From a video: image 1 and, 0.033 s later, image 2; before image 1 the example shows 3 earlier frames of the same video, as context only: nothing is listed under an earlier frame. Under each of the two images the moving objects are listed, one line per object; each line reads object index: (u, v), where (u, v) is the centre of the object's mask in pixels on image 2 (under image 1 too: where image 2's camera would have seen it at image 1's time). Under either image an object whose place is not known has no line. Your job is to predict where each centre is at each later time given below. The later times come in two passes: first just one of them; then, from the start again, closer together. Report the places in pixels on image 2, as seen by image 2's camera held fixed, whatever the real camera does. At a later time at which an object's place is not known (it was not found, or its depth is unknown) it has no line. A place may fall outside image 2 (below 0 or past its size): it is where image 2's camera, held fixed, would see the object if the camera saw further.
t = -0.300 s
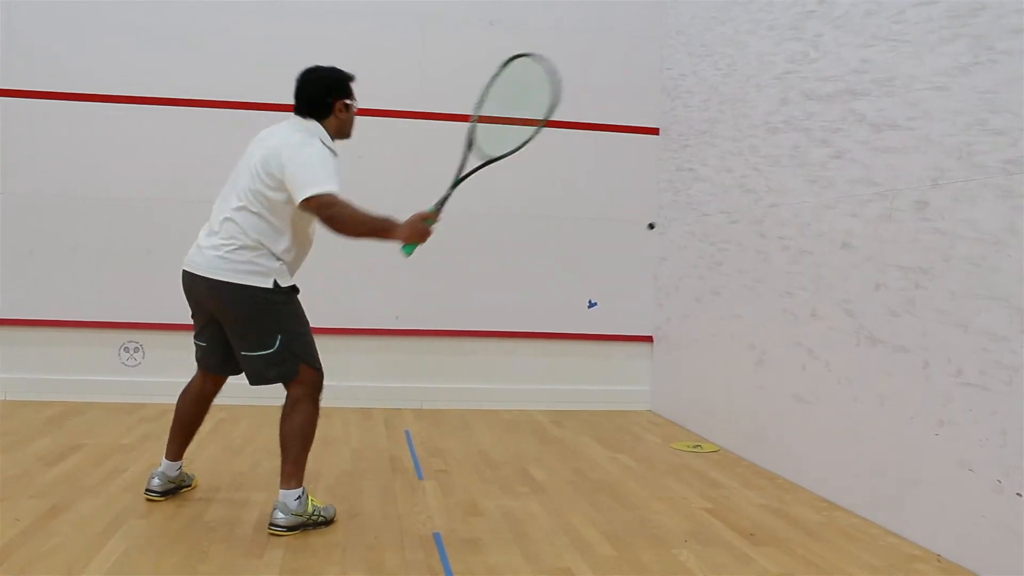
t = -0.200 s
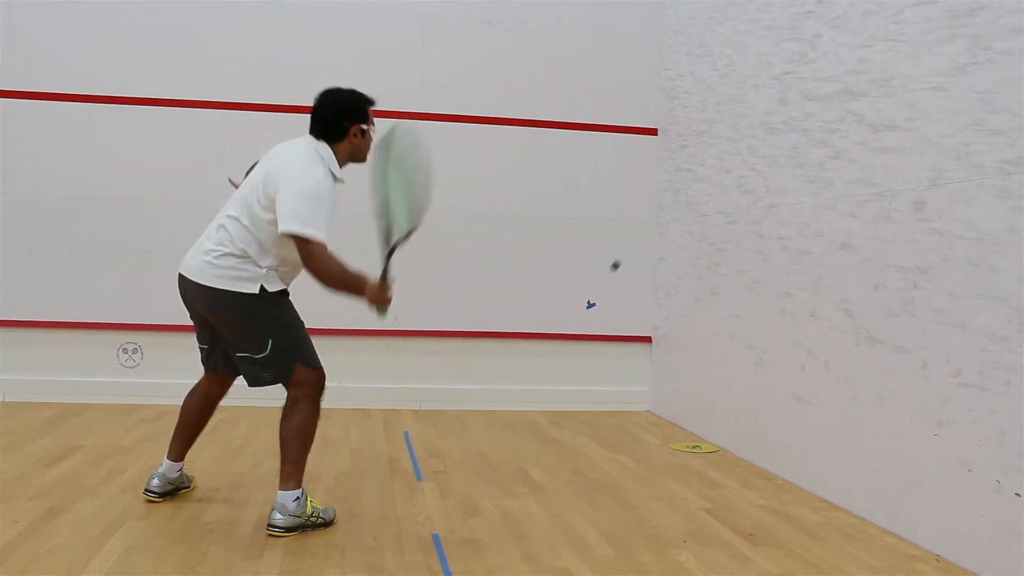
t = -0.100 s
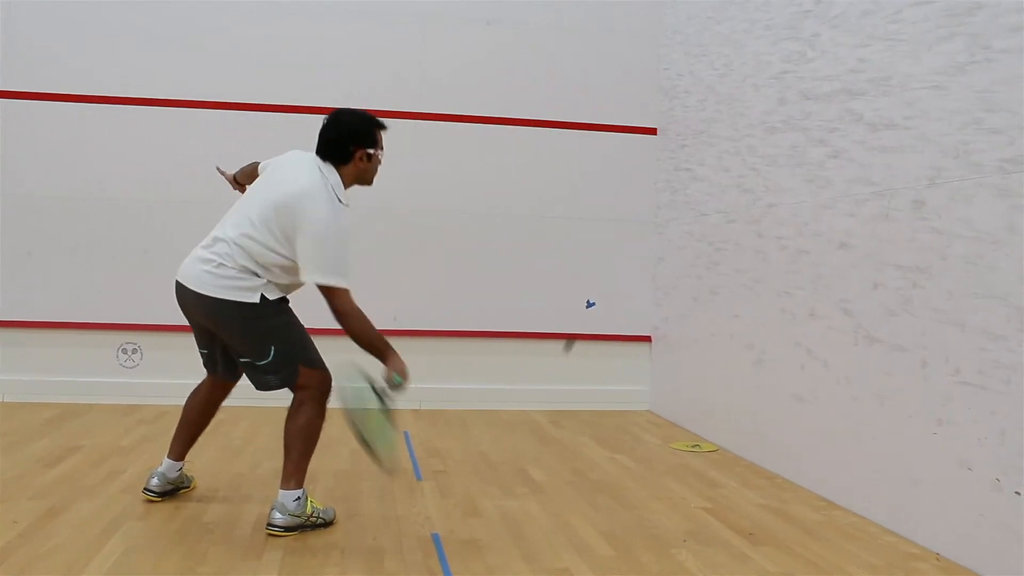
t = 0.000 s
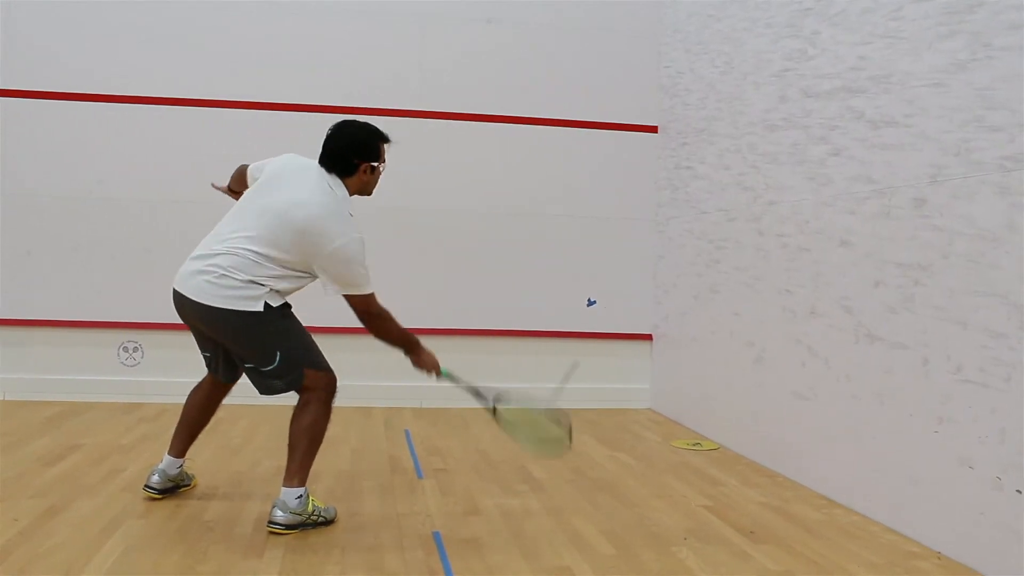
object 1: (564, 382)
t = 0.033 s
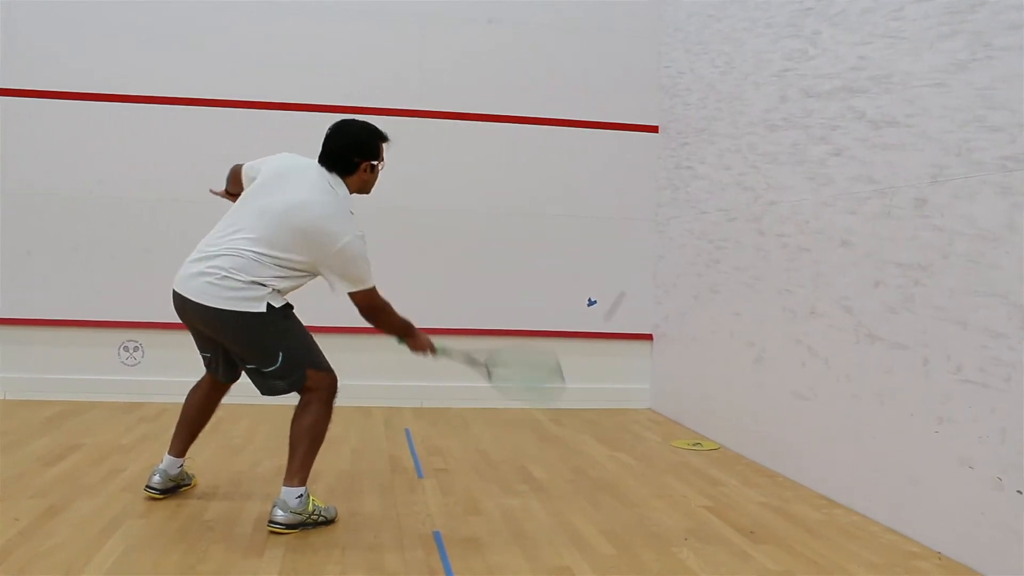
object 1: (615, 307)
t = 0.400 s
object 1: (435, 142)
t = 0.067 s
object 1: (652, 253)
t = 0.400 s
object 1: (435, 142)
